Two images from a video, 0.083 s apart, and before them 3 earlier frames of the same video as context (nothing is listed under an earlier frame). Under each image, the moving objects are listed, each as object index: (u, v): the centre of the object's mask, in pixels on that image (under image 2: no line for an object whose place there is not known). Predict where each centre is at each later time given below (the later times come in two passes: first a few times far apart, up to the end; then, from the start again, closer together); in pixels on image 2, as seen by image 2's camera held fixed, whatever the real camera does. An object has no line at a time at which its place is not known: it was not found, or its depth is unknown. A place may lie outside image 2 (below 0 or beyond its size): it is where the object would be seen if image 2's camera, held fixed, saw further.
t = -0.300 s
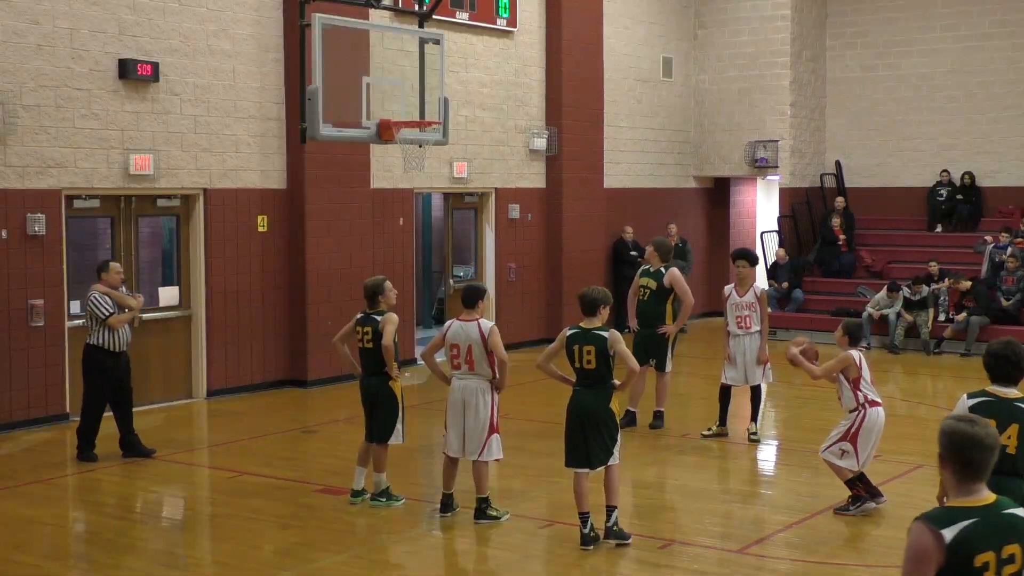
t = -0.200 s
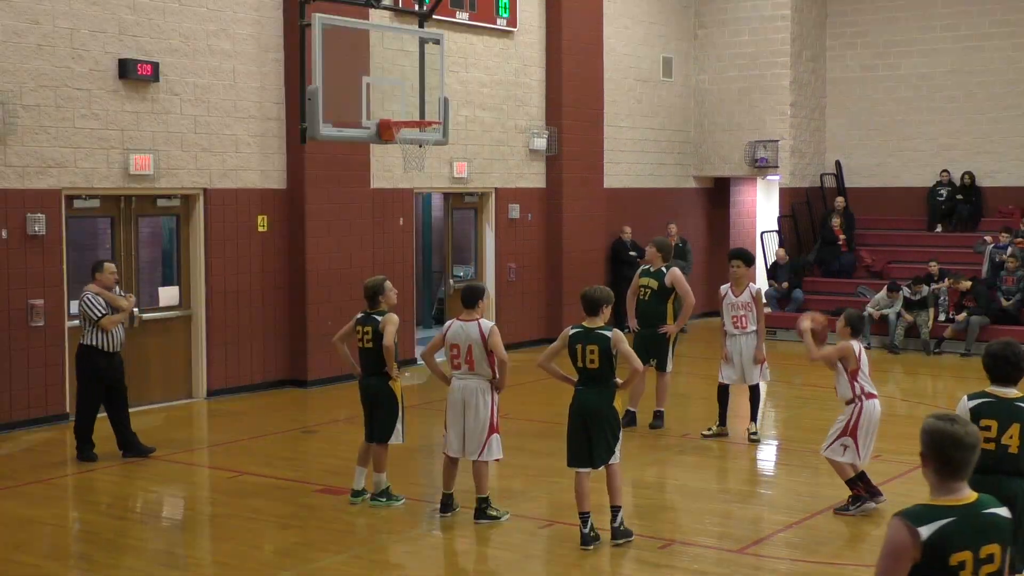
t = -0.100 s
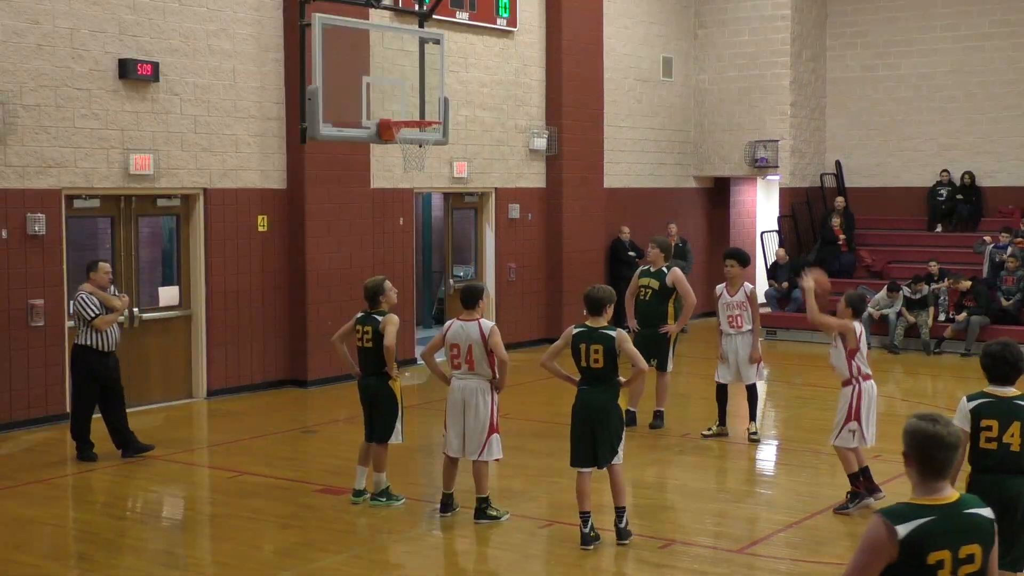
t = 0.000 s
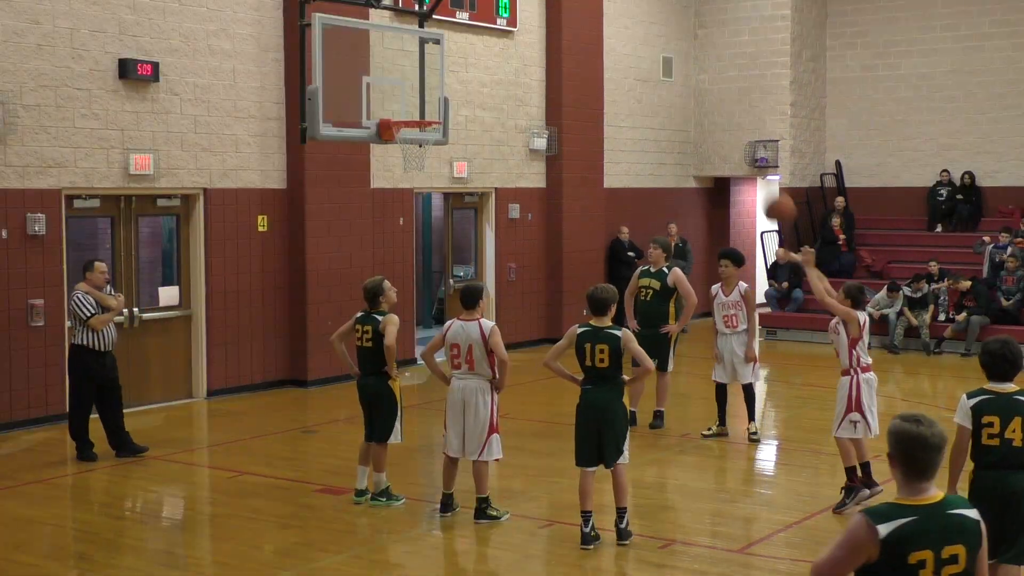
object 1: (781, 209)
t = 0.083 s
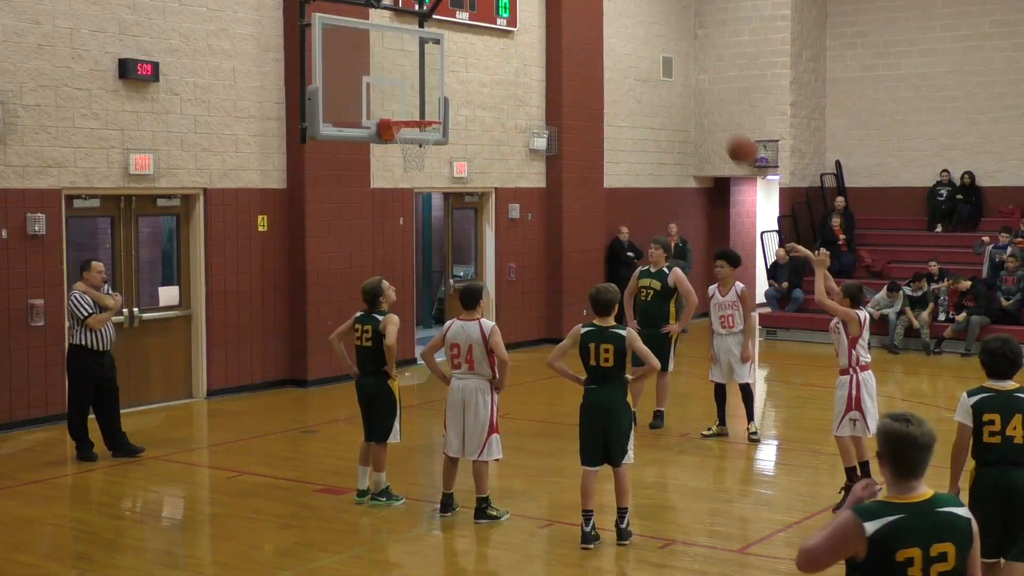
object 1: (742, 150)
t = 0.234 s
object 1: (680, 68)
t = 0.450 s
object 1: (596, 8)
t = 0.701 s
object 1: (509, 7)
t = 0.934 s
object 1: (437, 60)
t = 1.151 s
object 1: (397, 75)
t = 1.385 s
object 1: (410, 39)
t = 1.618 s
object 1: (424, 59)
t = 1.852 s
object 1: (427, 106)
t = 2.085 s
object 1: (409, 126)
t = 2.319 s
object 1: (430, 159)
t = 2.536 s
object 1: (430, 205)
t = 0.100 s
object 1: (734, 139)
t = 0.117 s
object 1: (728, 129)
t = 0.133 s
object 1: (721, 119)
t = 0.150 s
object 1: (713, 109)
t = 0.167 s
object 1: (707, 101)
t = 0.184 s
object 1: (700, 92)
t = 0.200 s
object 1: (693, 84)
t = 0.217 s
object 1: (686, 76)
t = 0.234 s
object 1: (680, 68)
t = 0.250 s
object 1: (673, 61)
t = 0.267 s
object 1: (666, 54)
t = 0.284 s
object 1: (660, 49)
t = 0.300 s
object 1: (653, 42)
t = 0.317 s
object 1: (646, 37)
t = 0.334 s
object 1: (640, 31)
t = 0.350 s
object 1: (634, 27)
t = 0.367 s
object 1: (627, 22)
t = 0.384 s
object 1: (621, 18)
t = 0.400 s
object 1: (615, 14)
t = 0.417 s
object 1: (609, 12)
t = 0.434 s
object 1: (602, 10)
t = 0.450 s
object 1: (596, 8)
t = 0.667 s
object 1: (521, 5)
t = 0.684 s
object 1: (516, 6)
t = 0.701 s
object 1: (509, 7)
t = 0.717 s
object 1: (504, 8)
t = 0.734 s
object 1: (499, 9)
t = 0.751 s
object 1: (492, 11)
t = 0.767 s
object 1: (487, 12)
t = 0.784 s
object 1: (482, 16)
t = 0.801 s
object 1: (478, 21)
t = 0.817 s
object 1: (472, 24)
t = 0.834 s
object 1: (466, 30)
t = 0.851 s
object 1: (461, 34)
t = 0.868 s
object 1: (457, 38)
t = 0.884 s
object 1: (451, 44)
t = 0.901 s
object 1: (446, 49)
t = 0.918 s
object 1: (441, 55)
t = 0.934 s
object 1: (437, 60)
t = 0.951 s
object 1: (432, 67)
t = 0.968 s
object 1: (426, 73)
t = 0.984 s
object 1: (421, 80)
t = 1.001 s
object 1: (416, 86)
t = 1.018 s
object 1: (411, 94)
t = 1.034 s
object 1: (407, 100)
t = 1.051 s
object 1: (402, 108)
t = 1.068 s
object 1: (400, 106)
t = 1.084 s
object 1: (398, 99)
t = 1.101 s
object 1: (397, 92)
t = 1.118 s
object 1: (396, 85)
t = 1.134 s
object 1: (397, 80)
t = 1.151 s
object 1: (397, 75)
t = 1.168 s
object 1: (398, 71)
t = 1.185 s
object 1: (399, 67)
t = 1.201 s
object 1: (400, 63)
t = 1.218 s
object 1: (401, 59)
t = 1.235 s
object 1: (402, 56)
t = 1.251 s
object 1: (403, 53)
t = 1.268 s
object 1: (404, 50)
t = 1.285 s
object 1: (405, 47)
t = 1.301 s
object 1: (405, 46)
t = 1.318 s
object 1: (406, 44)
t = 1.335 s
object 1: (407, 42)
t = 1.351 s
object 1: (408, 41)
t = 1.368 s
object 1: (409, 39)
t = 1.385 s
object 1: (410, 39)
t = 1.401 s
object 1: (411, 38)
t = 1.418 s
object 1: (412, 38)
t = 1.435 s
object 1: (413, 38)
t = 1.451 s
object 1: (414, 38)
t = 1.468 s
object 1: (415, 39)
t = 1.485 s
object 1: (416, 40)
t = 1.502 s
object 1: (416, 41)
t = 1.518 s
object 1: (418, 43)
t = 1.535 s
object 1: (419, 45)
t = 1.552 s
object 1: (420, 47)
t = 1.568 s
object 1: (421, 50)
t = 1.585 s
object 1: (422, 52)
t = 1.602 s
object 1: (423, 55)
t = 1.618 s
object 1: (424, 59)
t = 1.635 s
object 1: (425, 63)
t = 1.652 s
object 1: (426, 66)
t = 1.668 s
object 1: (427, 71)
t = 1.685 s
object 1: (428, 75)
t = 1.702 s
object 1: (429, 80)
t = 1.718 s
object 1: (430, 85)
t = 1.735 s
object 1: (431, 91)
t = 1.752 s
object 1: (432, 96)
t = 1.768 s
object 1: (432, 103)
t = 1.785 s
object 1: (433, 108)
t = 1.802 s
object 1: (432, 108)
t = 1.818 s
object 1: (430, 107)
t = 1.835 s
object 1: (429, 106)
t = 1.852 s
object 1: (427, 106)
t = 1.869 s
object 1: (425, 106)
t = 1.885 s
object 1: (423, 106)
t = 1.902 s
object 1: (422, 106)
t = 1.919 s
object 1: (420, 107)
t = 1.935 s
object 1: (418, 108)
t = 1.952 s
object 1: (417, 109)
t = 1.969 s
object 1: (415, 110)
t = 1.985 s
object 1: (414, 111)
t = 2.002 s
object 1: (412, 112)
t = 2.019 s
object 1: (410, 114)
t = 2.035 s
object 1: (408, 114)
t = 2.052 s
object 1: (407, 123)
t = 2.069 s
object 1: (408, 124)
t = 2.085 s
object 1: (409, 126)
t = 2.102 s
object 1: (411, 128)
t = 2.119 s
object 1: (413, 131)
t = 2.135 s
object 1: (416, 134)
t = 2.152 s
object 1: (418, 135)
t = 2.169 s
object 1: (419, 138)
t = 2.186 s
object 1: (421, 141)
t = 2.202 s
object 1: (423, 145)
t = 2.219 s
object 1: (425, 148)
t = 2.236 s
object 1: (426, 151)
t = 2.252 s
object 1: (427, 153)
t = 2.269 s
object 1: (428, 155)
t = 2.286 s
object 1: (429, 156)
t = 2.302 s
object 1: (429, 157)
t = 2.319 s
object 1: (430, 159)
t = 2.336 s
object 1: (430, 162)
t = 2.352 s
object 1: (429, 164)
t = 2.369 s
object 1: (429, 167)
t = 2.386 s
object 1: (429, 169)
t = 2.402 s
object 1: (430, 172)
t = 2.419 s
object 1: (430, 175)
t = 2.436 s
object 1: (430, 178)
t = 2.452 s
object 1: (430, 182)
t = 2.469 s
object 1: (430, 186)
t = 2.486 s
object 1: (430, 191)
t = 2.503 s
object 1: (430, 196)
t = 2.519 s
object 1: (430, 200)
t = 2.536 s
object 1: (430, 205)
